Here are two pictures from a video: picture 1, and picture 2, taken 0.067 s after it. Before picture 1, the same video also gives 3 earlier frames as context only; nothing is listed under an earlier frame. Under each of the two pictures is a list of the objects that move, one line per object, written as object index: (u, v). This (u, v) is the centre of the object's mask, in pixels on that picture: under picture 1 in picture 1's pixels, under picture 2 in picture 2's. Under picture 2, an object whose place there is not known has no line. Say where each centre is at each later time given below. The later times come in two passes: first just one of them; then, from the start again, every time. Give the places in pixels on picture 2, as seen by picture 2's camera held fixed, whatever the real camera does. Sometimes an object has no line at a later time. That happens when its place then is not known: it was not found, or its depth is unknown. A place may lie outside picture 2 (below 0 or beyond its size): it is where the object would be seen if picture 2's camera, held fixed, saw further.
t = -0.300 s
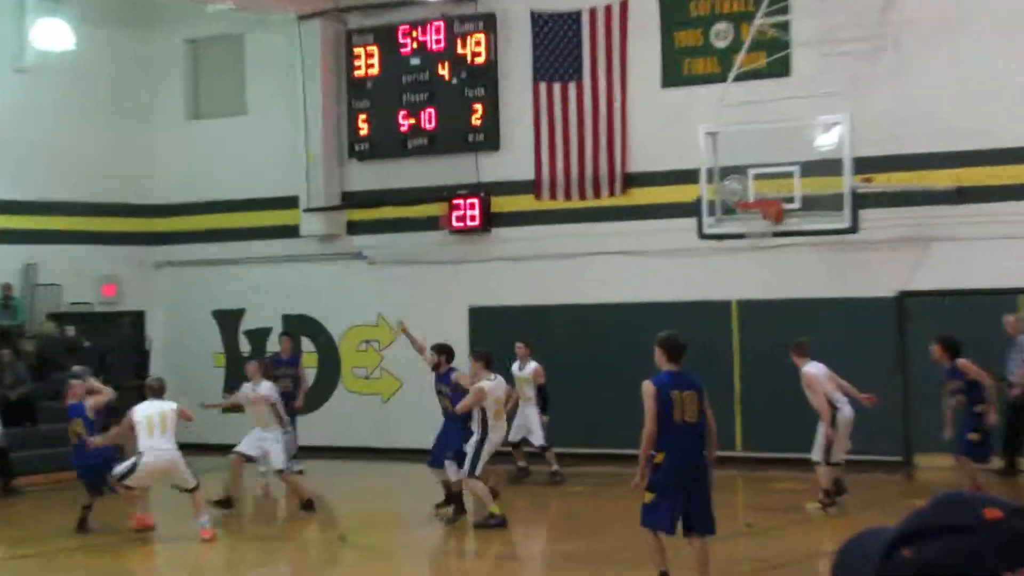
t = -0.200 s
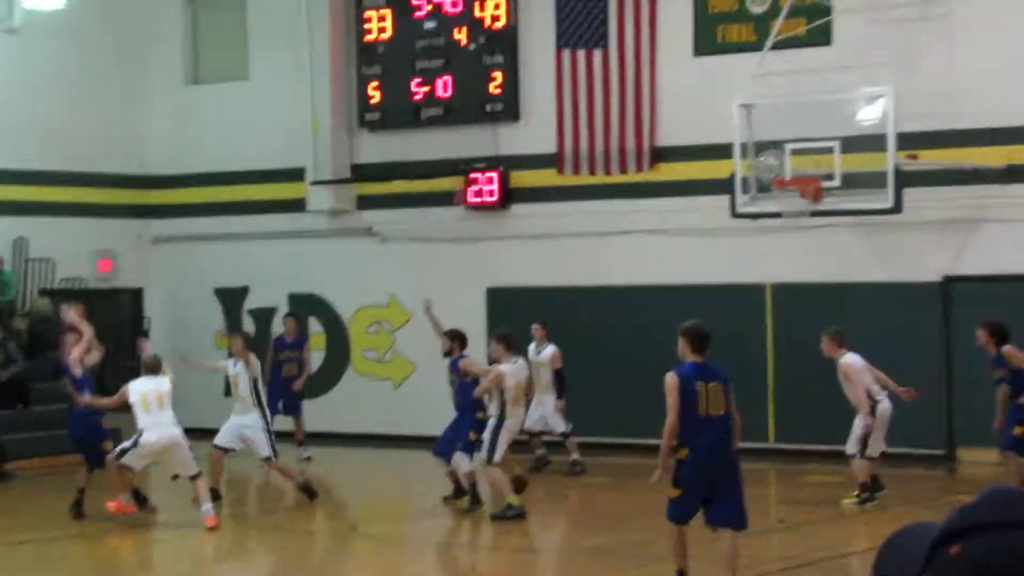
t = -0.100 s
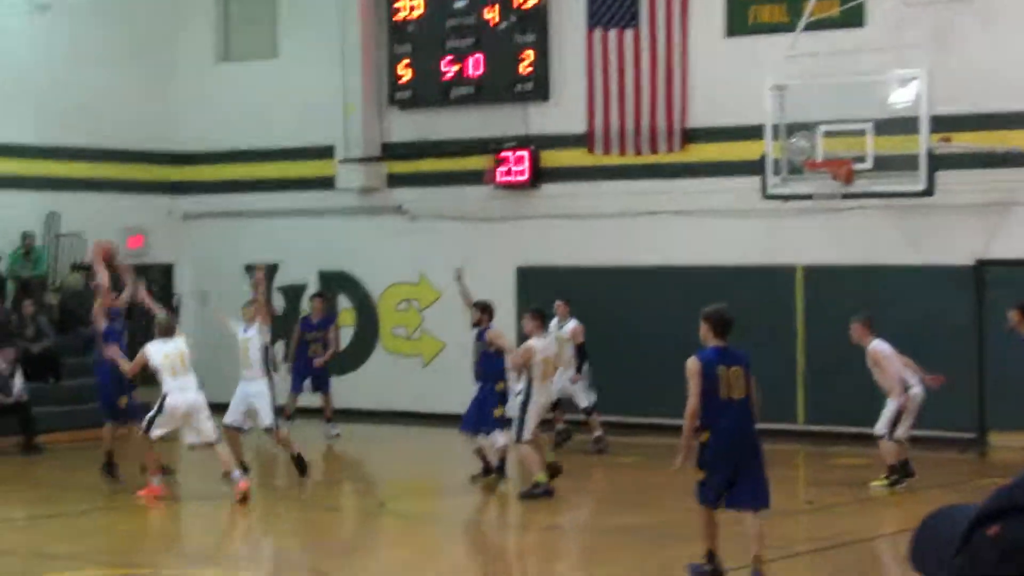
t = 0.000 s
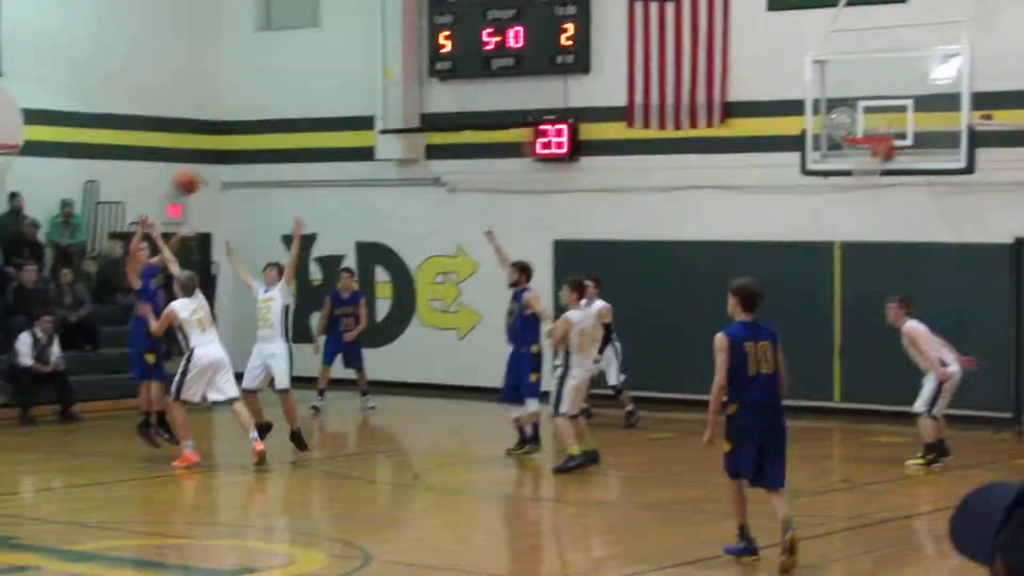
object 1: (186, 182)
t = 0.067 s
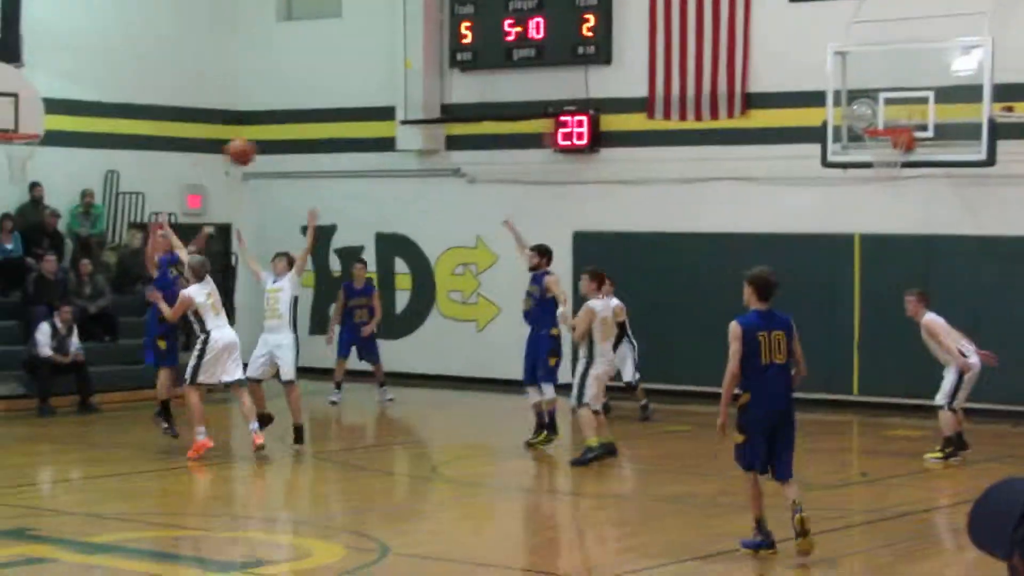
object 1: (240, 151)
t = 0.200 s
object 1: (317, 126)
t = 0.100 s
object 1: (258, 145)
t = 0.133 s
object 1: (279, 136)
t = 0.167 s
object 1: (298, 131)
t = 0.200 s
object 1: (317, 126)
